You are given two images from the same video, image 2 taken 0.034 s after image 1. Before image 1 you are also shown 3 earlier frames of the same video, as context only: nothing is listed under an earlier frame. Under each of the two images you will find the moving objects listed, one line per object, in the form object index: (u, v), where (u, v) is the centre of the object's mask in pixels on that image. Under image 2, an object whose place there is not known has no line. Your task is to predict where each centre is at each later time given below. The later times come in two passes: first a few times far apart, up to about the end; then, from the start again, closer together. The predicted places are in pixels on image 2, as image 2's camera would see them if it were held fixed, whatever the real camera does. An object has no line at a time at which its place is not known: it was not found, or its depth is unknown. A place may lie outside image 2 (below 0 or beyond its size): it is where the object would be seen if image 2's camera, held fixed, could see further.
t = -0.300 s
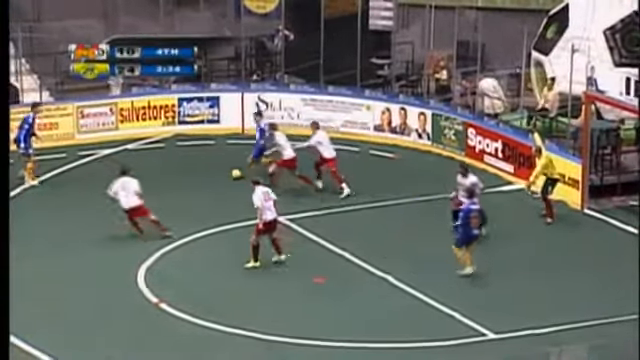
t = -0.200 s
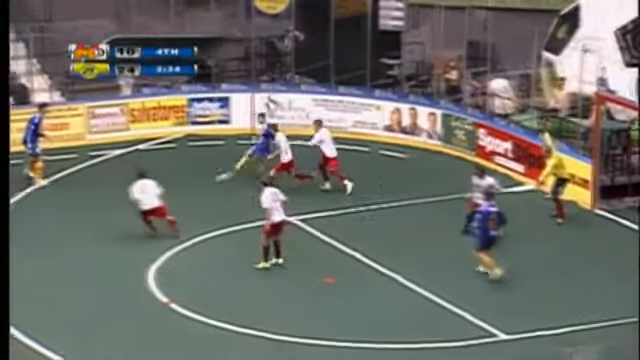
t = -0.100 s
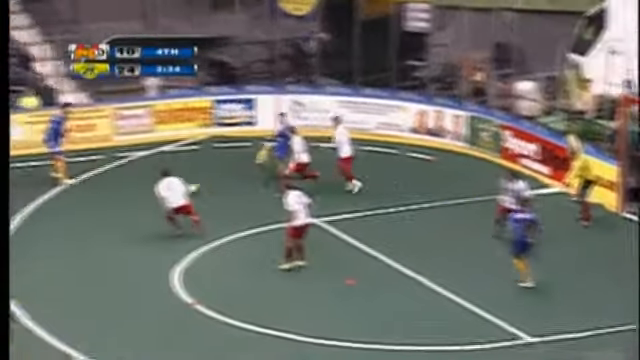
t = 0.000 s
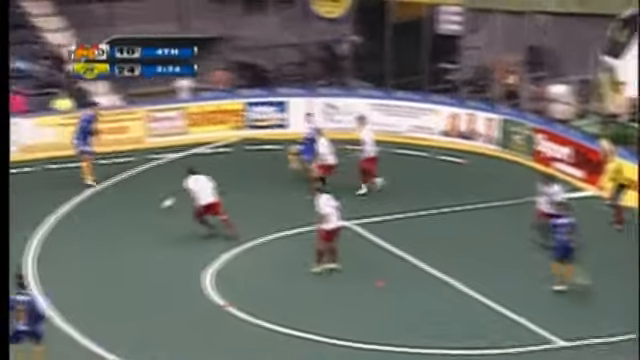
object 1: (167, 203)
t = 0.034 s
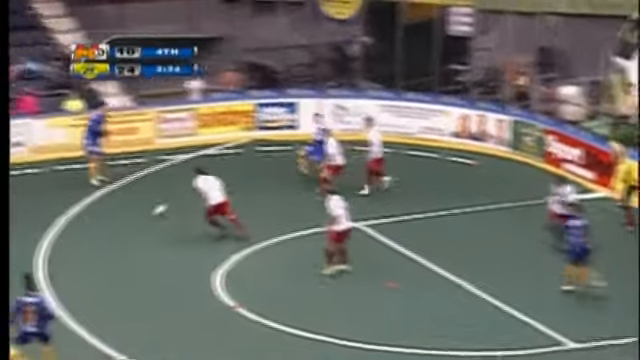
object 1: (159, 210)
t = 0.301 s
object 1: (20, 242)
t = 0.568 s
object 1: (-116, 277)
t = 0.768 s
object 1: (-216, 300)
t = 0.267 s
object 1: (37, 235)
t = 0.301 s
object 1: (20, 242)
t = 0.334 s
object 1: (2, 249)
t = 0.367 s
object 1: (-14, 252)
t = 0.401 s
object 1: (-30, 254)
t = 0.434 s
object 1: (-48, 258)
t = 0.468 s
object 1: (-64, 260)
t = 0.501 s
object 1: (-81, 264)
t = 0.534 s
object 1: (-100, 269)
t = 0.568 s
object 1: (-116, 277)
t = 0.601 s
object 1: (-134, 283)
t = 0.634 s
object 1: (-150, 286)
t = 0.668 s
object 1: (-167, 288)
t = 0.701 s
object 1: (-183, 291)
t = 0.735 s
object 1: (-199, 295)
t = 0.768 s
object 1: (-216, 300)
